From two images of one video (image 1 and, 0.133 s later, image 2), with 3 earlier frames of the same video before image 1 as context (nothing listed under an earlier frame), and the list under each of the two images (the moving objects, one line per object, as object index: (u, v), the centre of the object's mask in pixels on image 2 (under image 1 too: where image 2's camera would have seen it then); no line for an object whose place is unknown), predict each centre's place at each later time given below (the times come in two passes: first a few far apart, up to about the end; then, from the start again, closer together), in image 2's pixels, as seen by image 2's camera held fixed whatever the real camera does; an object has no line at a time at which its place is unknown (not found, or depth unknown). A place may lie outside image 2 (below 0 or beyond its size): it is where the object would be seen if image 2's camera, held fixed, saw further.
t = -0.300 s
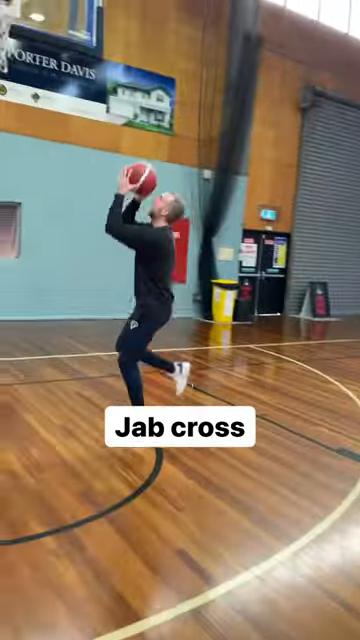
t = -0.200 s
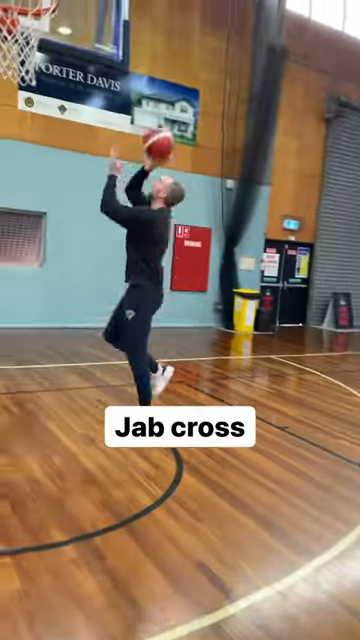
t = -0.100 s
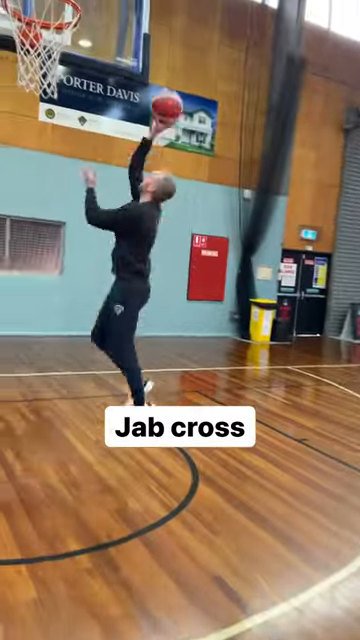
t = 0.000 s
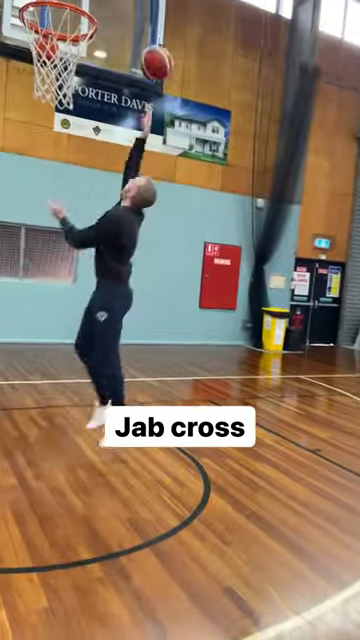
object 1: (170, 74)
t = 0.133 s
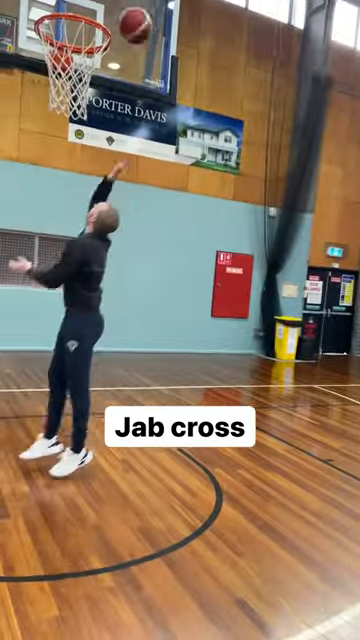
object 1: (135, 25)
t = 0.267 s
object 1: (117, 7)
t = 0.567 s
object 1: (78, 54)
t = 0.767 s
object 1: (62, 121)
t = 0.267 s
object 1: (117, 7)
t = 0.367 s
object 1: (108, 6)
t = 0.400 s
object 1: (103, 7)
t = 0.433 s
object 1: (99, 9)
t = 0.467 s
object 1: (96, 16)
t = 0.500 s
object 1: (90, 29)
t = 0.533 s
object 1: (85, 39)
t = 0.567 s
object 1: (78, 54)
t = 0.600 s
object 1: (76, 63)
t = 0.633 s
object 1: (73, 74)
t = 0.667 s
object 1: (70, 91)
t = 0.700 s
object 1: (68, 96)
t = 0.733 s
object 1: (65, 107)
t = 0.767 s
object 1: (62, 121)
